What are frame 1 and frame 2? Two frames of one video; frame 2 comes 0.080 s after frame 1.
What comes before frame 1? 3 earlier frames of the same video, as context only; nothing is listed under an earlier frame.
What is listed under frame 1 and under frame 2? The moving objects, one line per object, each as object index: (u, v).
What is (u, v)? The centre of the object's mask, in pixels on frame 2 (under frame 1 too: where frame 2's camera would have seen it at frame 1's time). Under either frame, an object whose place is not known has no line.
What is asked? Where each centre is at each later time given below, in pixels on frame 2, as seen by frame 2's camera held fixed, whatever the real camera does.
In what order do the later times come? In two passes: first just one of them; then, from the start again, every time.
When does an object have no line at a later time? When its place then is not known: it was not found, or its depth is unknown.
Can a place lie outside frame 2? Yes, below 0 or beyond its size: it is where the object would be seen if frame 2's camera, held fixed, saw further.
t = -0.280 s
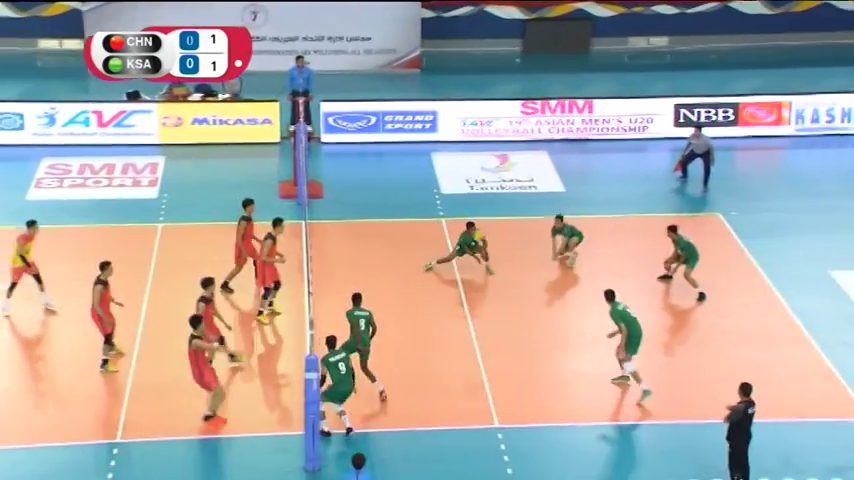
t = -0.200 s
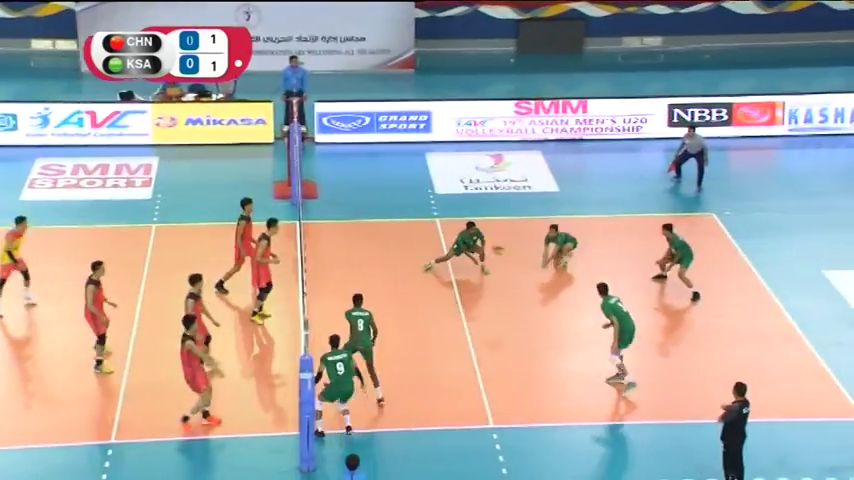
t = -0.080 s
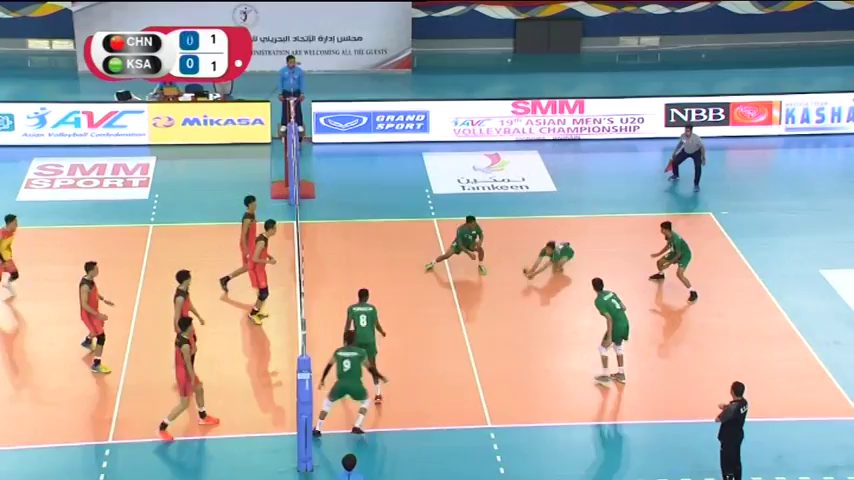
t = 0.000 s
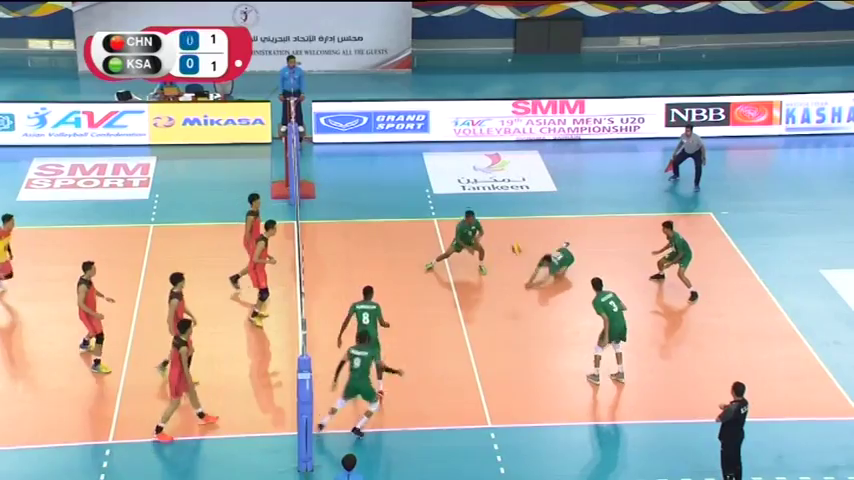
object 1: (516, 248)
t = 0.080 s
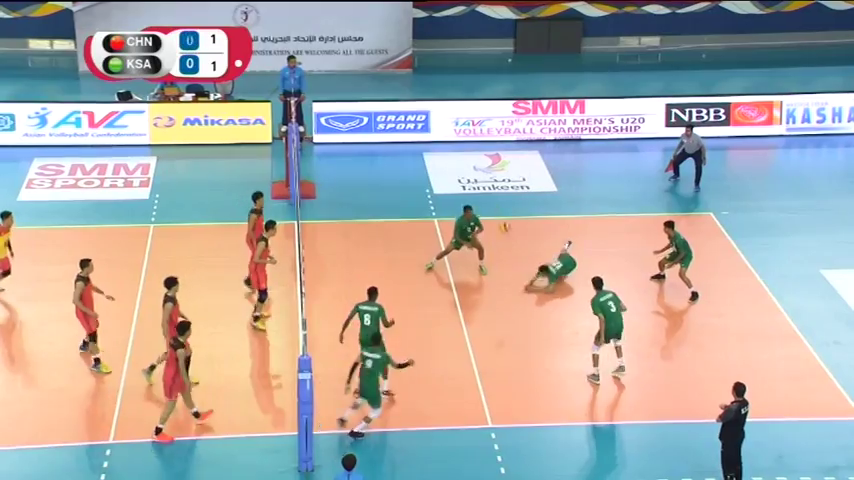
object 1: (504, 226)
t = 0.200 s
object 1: (486, 198)
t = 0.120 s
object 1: (498, 217)
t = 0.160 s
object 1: (492, 207)
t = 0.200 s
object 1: (486, 198)
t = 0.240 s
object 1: (479, 192)
